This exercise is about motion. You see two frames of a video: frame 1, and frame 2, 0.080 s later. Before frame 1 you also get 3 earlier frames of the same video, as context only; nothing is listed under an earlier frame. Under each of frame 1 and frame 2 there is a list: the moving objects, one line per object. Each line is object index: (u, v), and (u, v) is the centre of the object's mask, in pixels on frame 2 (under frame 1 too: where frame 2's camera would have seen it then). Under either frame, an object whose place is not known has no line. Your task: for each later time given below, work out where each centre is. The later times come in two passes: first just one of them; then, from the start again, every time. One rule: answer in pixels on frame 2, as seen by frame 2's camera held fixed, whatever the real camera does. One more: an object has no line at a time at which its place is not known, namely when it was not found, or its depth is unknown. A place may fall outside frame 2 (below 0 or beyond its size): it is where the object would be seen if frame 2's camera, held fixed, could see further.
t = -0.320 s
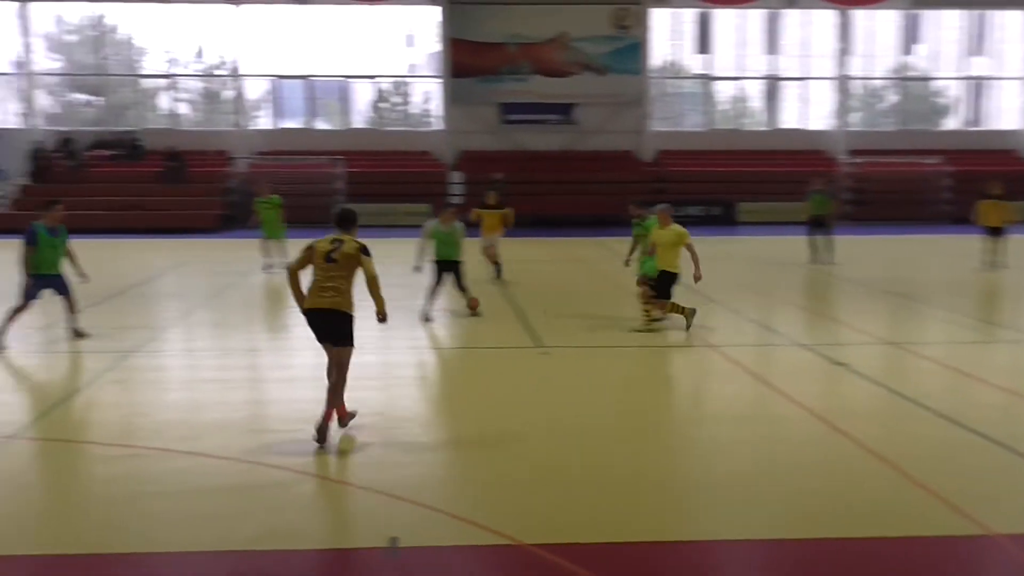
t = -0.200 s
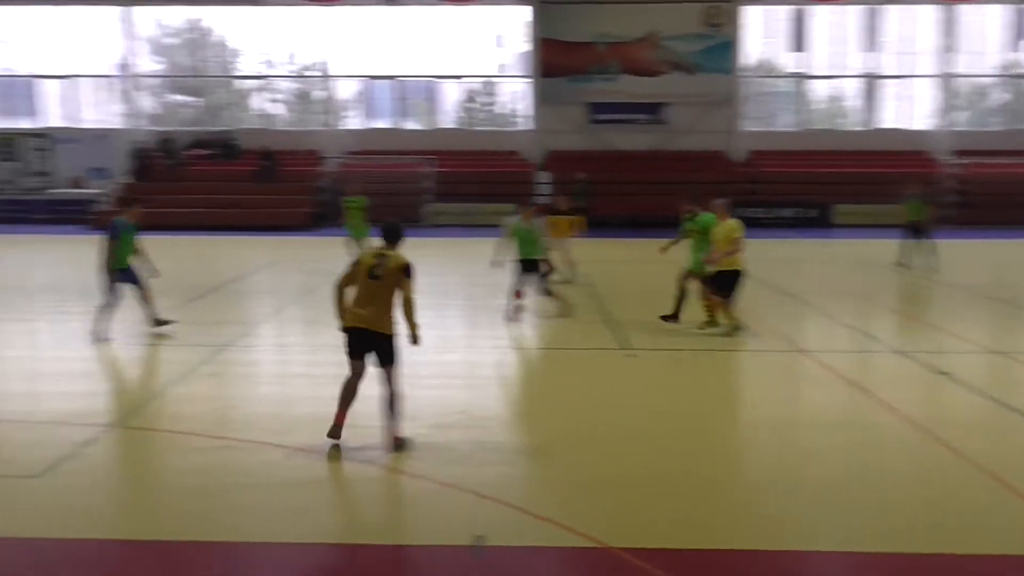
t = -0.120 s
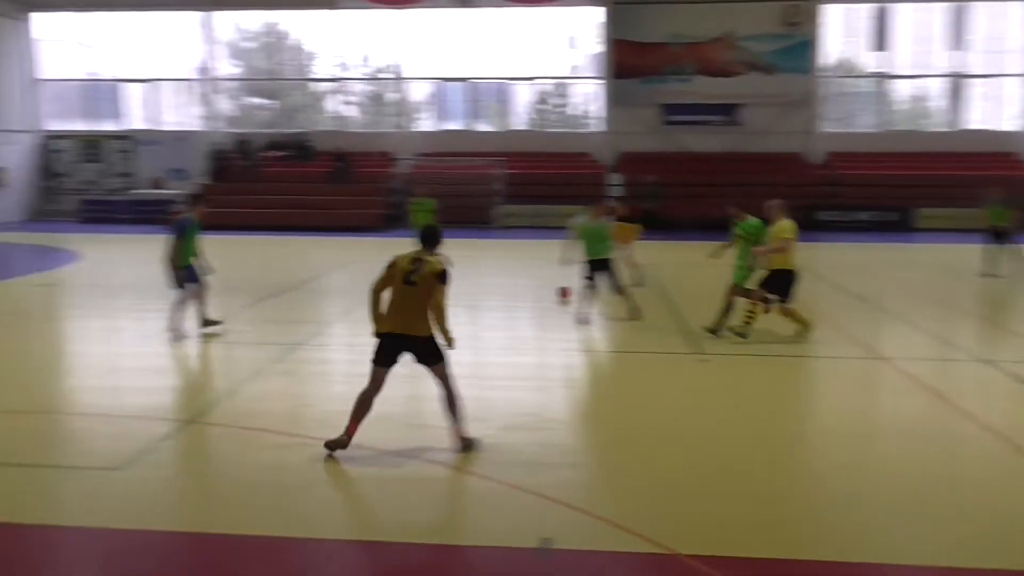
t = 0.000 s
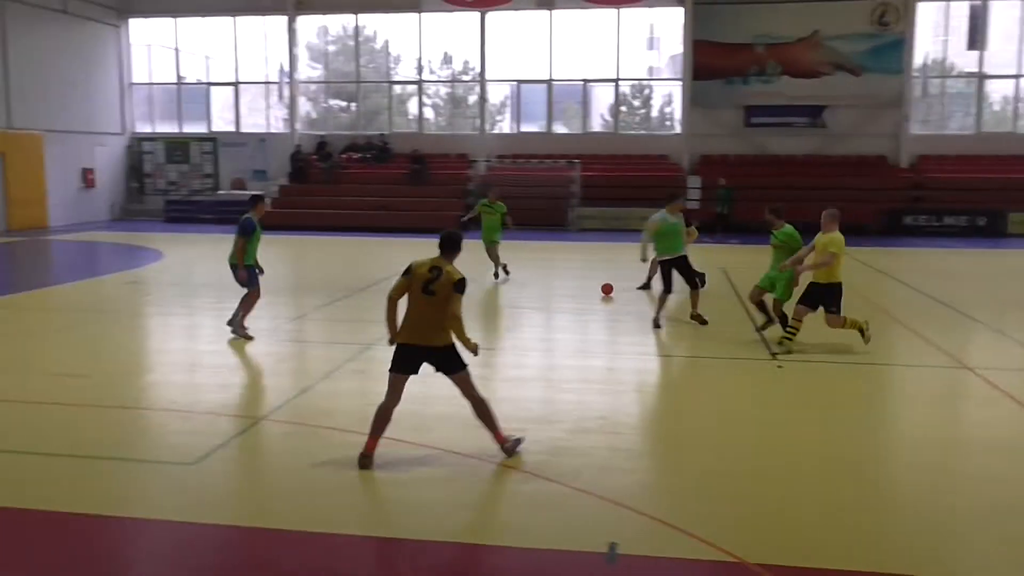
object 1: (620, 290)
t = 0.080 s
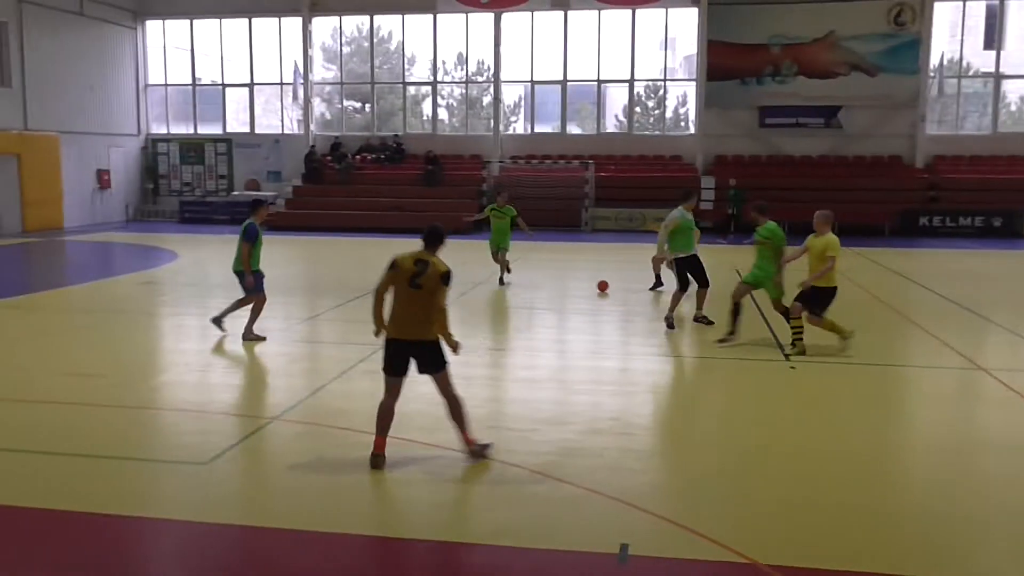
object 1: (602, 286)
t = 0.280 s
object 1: (568, 277)
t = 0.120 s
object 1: (595, 284)
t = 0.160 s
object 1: (588, 282)
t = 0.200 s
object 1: (581, 280)
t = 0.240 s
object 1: (574, 278)
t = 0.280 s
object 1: (568, 277)
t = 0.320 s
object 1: (561, 276)
